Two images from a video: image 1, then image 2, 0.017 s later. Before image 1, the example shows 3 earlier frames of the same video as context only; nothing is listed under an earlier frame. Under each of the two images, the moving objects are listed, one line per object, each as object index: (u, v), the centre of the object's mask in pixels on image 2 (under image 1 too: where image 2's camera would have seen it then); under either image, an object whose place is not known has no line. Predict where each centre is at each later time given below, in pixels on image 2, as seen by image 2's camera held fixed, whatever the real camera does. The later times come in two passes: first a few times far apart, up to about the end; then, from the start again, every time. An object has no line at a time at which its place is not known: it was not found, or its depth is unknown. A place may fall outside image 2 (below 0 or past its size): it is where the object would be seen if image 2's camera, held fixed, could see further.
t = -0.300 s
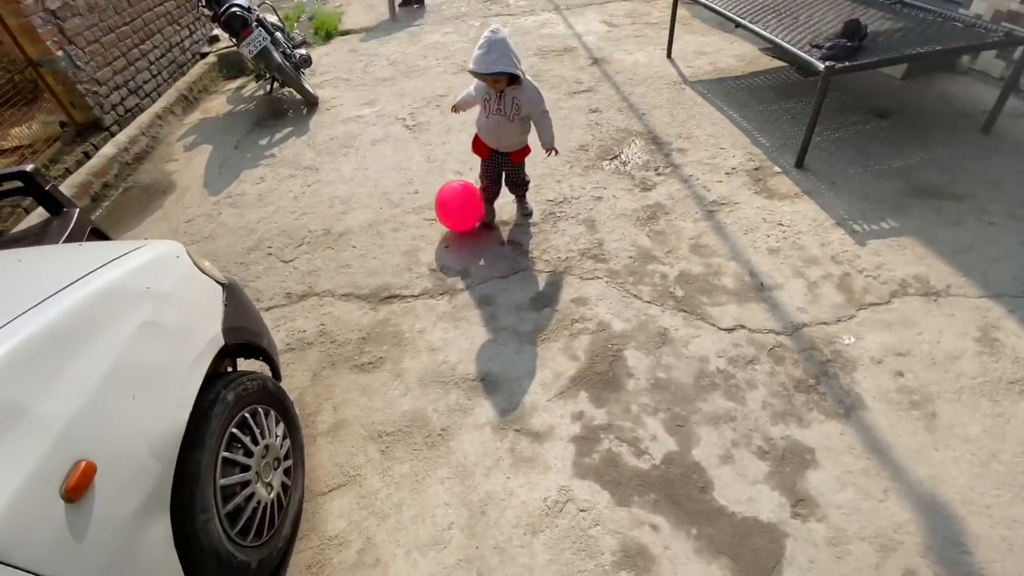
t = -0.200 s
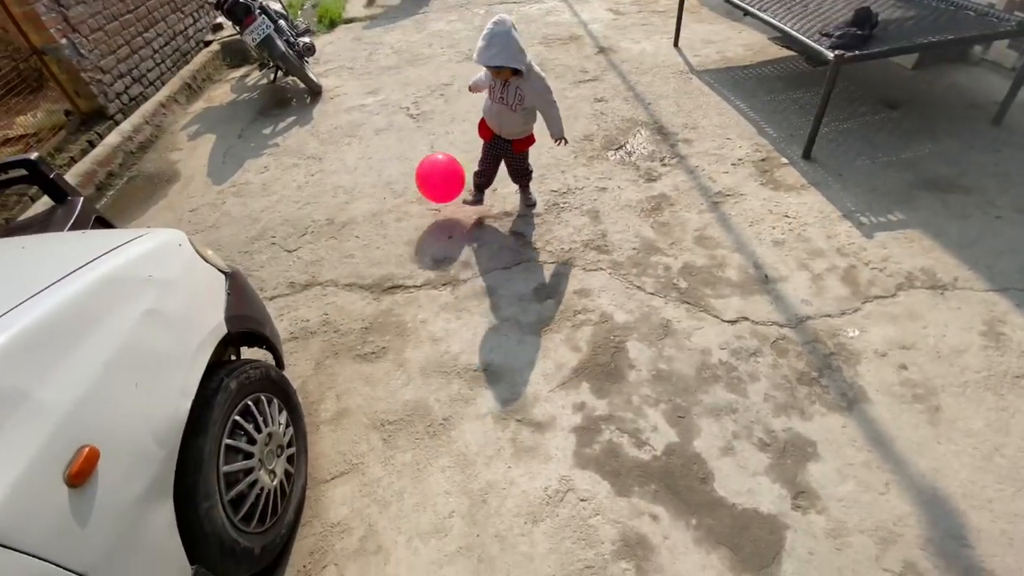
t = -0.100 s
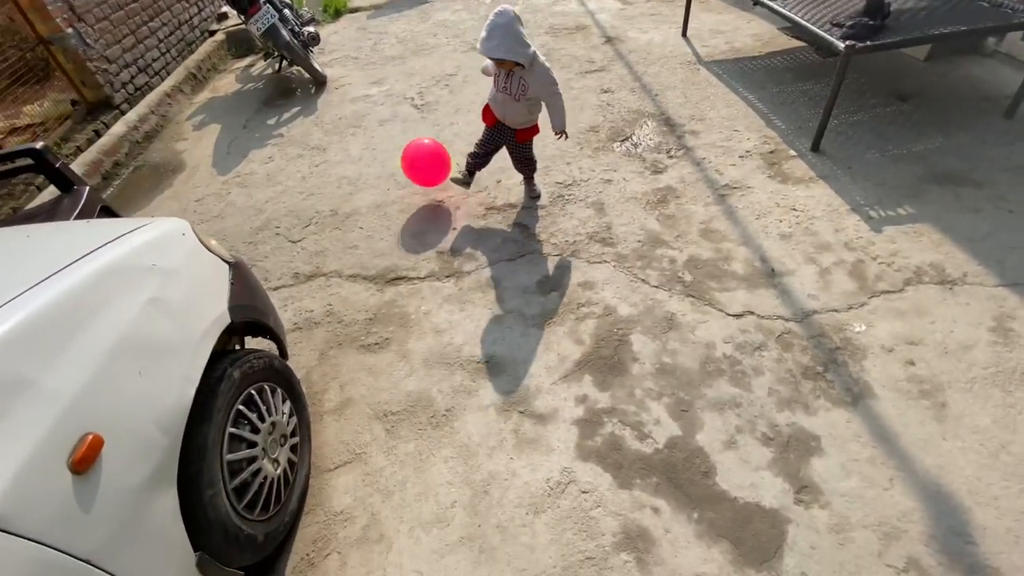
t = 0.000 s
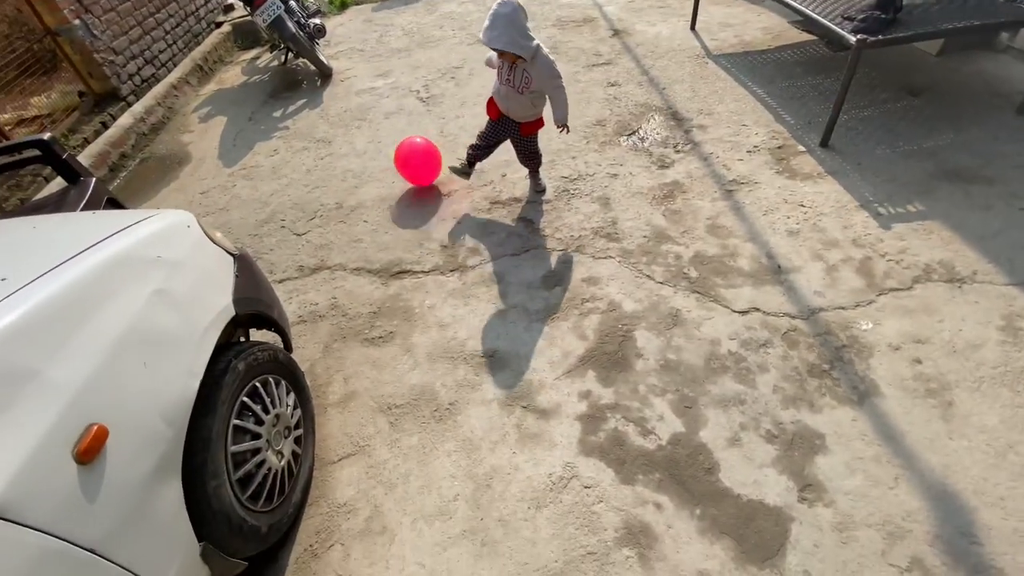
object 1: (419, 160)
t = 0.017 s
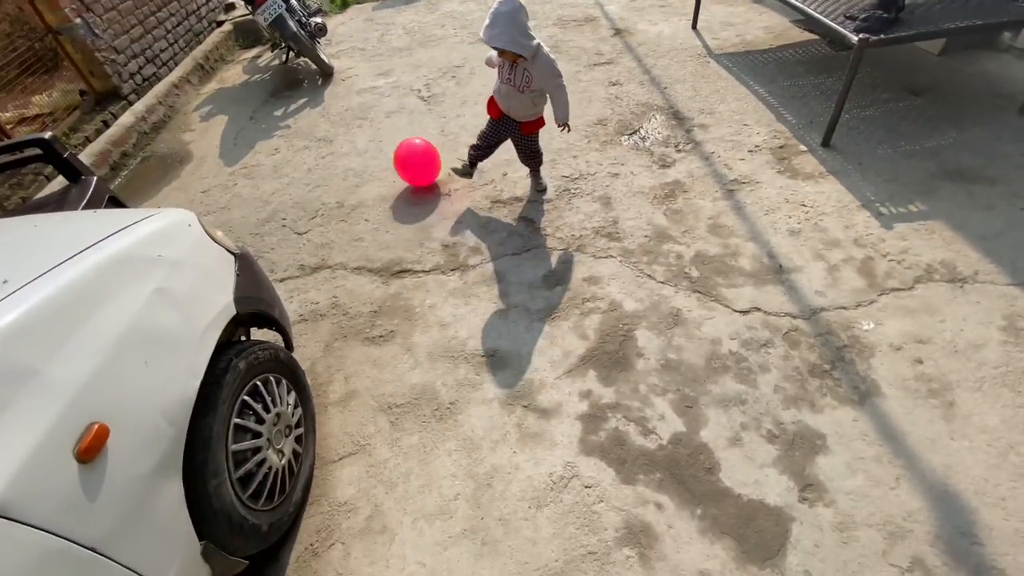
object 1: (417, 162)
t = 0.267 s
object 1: (389, 148)
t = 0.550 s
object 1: (358, 137)
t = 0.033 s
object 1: (415, 162)
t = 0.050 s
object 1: (413, 159)
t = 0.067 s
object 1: (410, 156)
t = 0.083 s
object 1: (408, 154)
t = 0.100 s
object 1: (406, 152)
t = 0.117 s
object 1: (404, 150)
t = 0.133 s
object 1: (402, 149)
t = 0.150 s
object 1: (400, 148)
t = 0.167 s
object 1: (398, 147)
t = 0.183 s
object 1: (396, 147)
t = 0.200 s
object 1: (394, 146)
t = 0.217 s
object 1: (393, 147)
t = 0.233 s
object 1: (392, 147)
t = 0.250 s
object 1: (390, 148)
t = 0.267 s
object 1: (389, 148)
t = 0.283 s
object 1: (387, 147)
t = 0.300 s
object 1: (385, 145)
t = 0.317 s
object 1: (382, 143)
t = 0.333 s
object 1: (380, 142)
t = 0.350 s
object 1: (378, 141)
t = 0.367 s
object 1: (377, 140)
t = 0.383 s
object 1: (375, 140)
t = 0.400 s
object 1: (373, 140)
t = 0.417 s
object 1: (371, 140)
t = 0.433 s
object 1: (370, 140)
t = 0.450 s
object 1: (369, 141)
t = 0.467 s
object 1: (367, 142)
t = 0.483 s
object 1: (366, 141)
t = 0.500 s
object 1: (364, 140)
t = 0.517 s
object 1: (361, 139)
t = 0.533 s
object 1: (359, 138)
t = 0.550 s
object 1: (358, 137)
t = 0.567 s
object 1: (356, 137)
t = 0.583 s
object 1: (354, 137)
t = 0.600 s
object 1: (353, 138)
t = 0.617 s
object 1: (351, 138)
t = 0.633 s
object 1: (349, 138)
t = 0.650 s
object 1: (347, 137)
